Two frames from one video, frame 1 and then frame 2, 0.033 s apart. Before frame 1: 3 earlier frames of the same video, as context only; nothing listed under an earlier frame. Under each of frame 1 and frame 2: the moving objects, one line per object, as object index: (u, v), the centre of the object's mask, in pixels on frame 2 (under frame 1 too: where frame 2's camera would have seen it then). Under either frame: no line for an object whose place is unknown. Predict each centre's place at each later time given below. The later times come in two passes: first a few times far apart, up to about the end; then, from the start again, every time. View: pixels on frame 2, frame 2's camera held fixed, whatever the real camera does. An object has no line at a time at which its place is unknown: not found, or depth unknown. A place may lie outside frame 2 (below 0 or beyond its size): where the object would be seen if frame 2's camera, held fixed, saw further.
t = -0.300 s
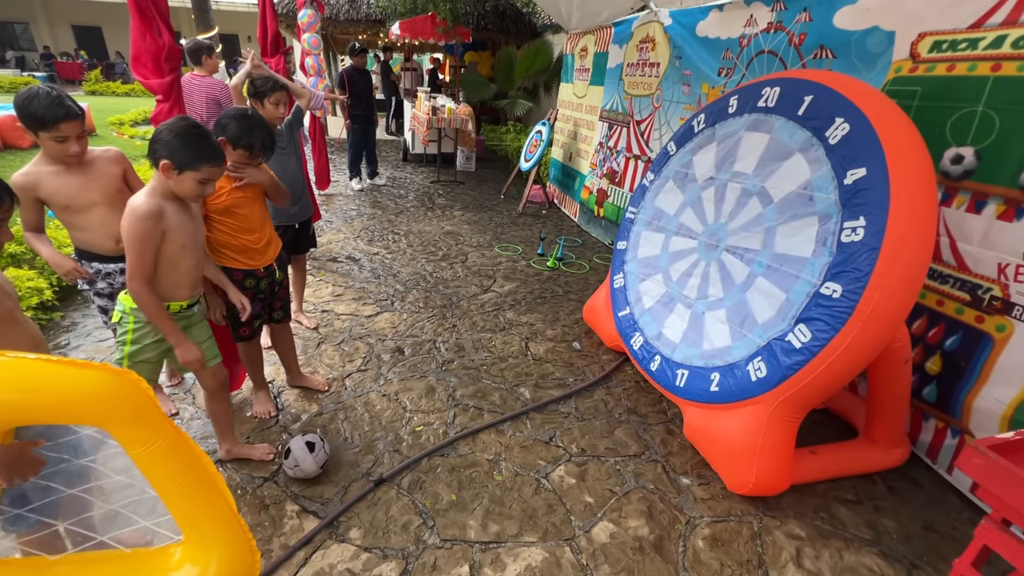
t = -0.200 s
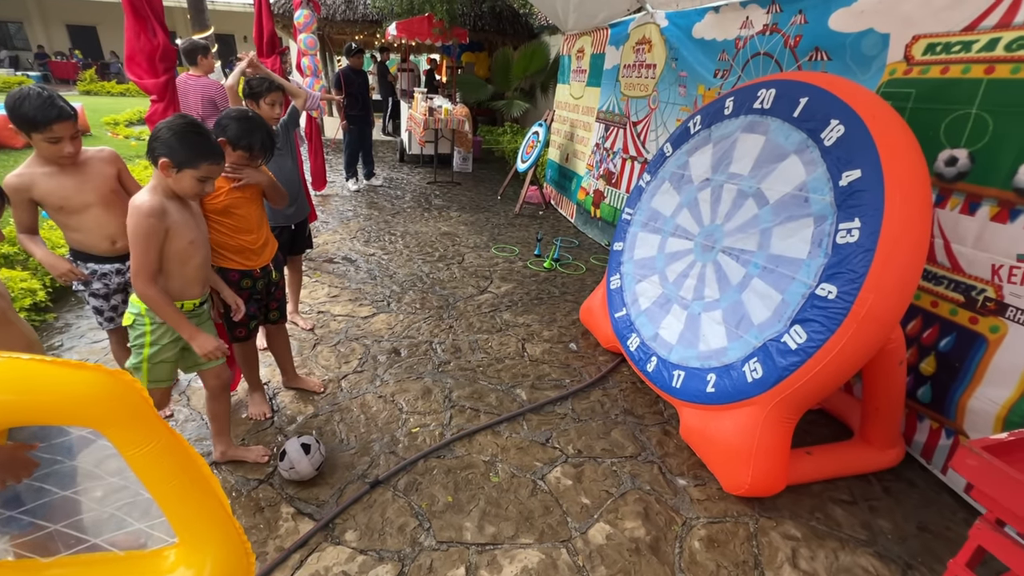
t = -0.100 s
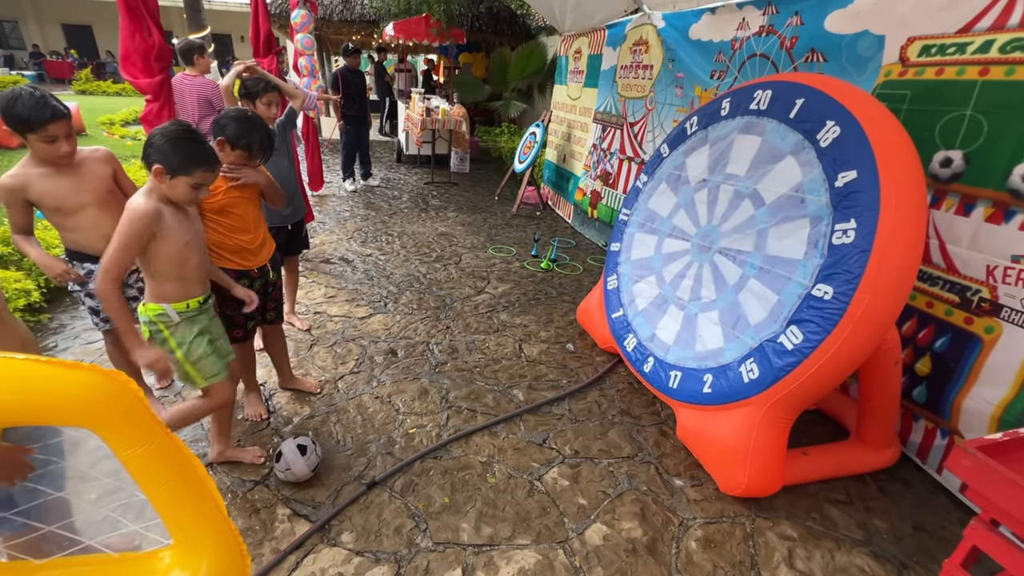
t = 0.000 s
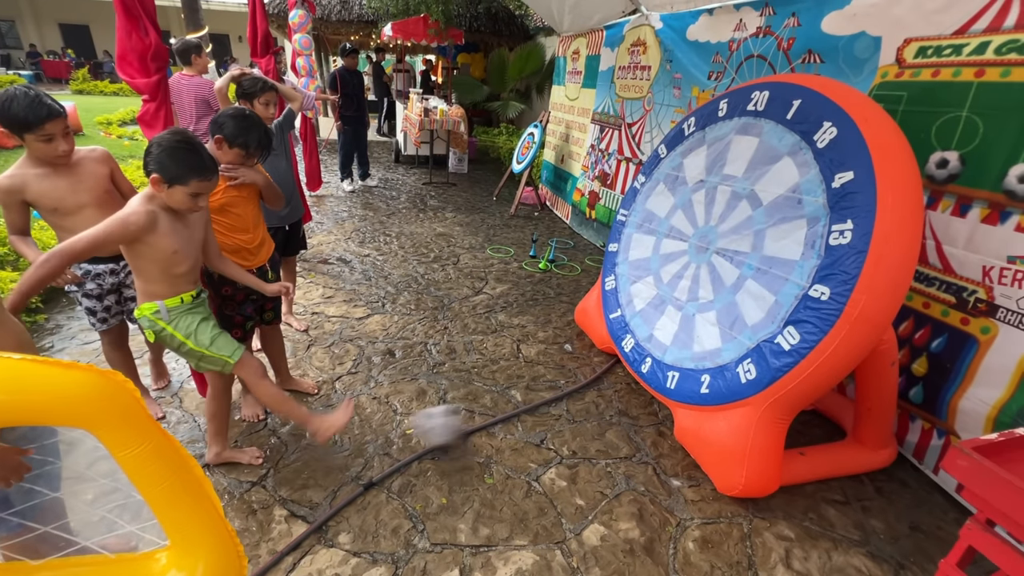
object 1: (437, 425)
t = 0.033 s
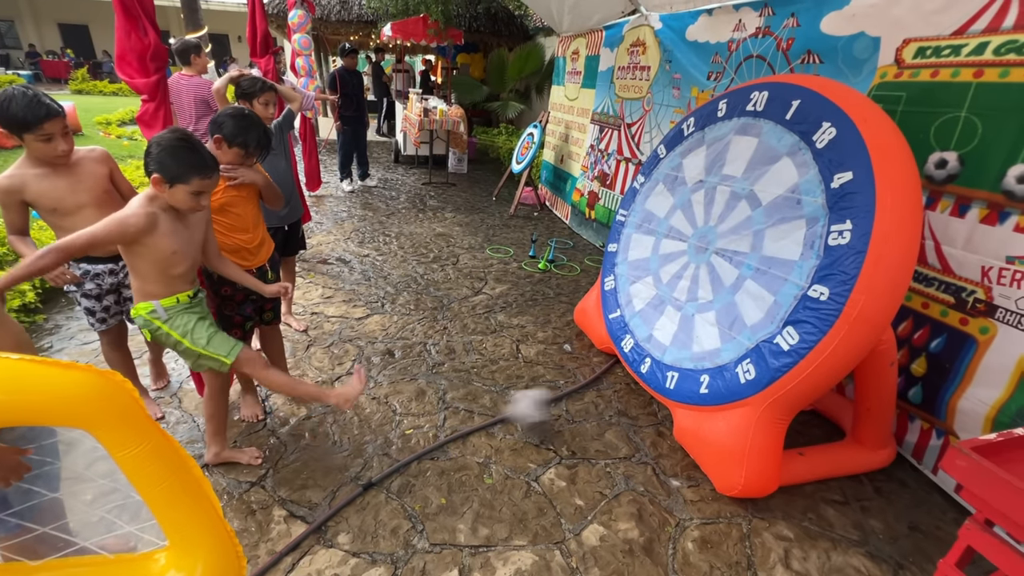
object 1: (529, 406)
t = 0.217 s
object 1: (624, 387)
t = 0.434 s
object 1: (567, 387)
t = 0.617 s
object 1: (543, 402)
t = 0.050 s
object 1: (573, 401)
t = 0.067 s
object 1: (608, 393)
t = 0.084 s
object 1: (642, 387)
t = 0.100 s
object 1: (655, 382)
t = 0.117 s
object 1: (655, 382)
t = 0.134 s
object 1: (651, 385)
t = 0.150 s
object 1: (644, 389)
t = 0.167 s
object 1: (639, 389)
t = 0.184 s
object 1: (635, 387)
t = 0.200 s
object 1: (631, 388)
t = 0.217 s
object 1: (624, 387)
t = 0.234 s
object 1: (619, 388)
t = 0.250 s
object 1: (614, 389)
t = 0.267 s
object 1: (609, 389)
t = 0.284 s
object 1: (605, 387)
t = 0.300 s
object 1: (601, 386)
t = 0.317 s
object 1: (596, 384)
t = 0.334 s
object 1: (592, 383)
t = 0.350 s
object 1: (587, 383)
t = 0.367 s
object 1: (583, 384)
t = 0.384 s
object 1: (579, 385)
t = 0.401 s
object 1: (574, 387)
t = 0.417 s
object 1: (570, 388)
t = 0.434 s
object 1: (567, 387)
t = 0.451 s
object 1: (565, 387)
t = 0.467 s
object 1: (563, 387)
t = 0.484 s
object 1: (560, 388)
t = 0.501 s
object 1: (558, 389)
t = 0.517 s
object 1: (556, 390)
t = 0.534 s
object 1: (553, 393)
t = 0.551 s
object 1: (551, 395)
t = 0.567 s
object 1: (549, 398)
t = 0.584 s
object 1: (547, 401)
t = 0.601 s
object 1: (545, 402)
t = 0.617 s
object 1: (543, 402)
